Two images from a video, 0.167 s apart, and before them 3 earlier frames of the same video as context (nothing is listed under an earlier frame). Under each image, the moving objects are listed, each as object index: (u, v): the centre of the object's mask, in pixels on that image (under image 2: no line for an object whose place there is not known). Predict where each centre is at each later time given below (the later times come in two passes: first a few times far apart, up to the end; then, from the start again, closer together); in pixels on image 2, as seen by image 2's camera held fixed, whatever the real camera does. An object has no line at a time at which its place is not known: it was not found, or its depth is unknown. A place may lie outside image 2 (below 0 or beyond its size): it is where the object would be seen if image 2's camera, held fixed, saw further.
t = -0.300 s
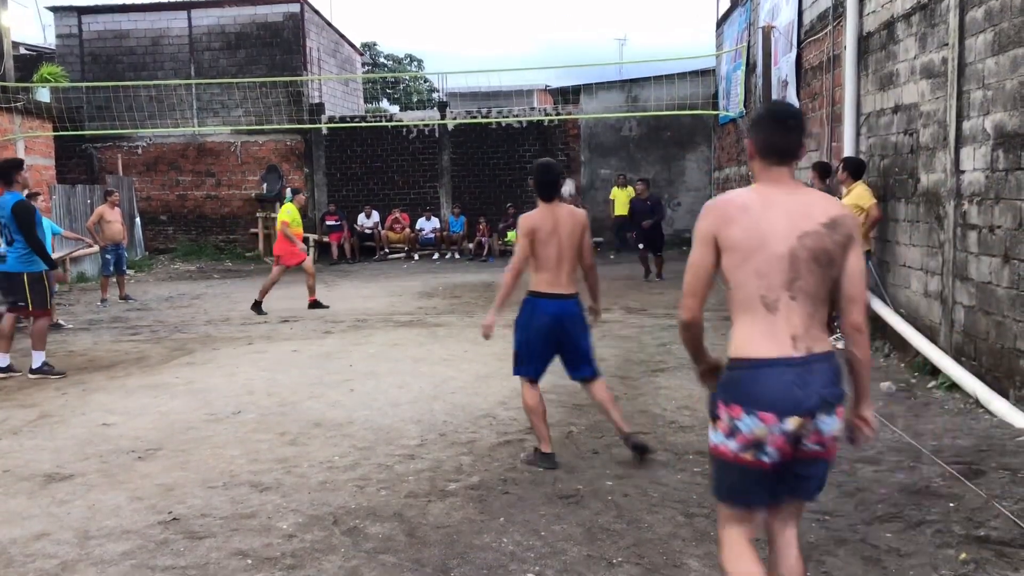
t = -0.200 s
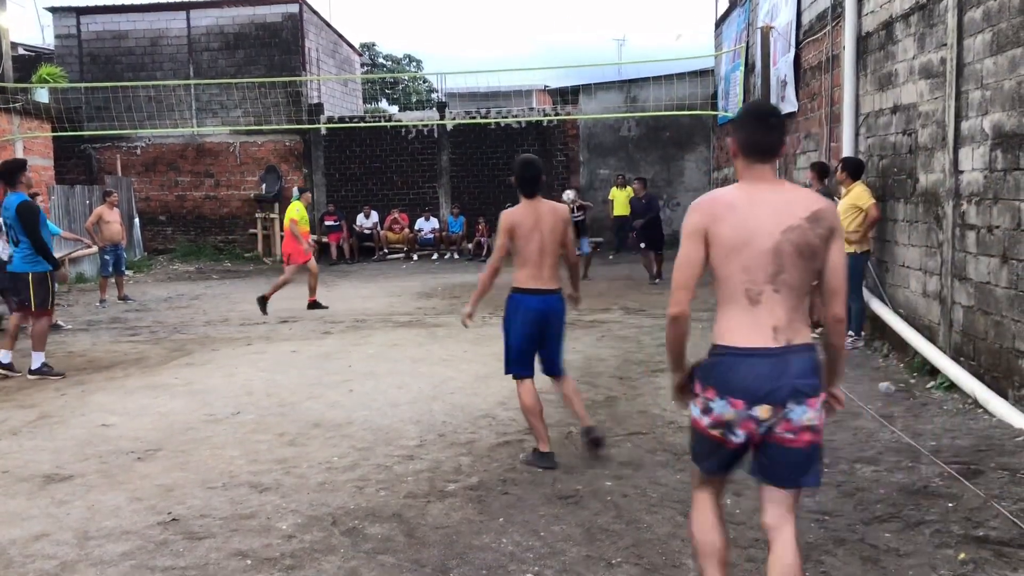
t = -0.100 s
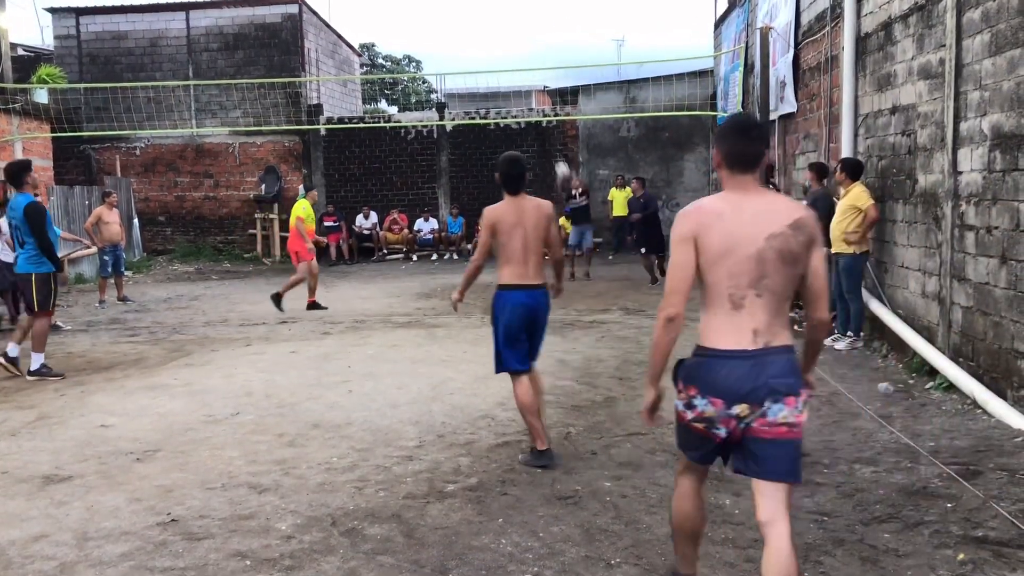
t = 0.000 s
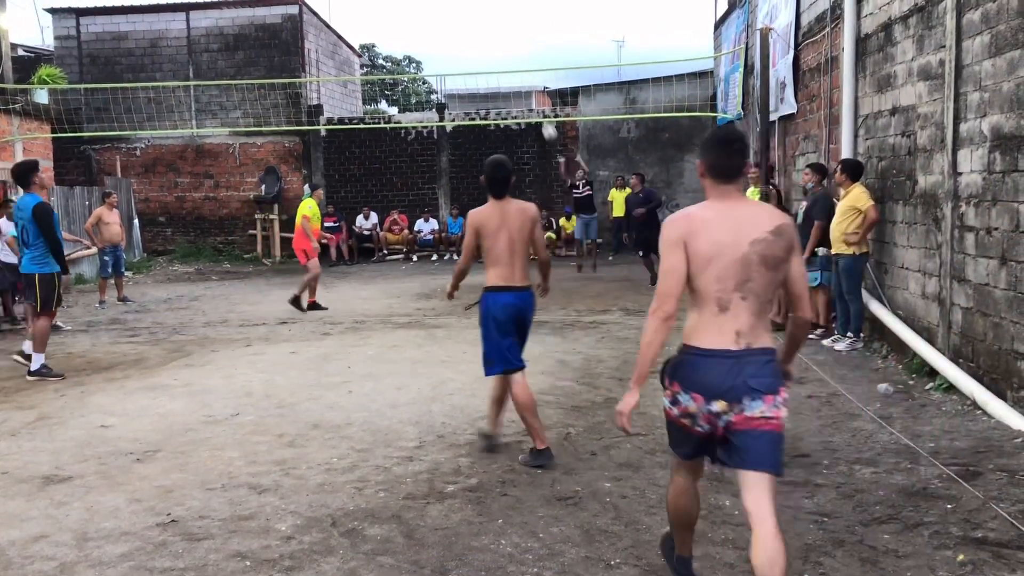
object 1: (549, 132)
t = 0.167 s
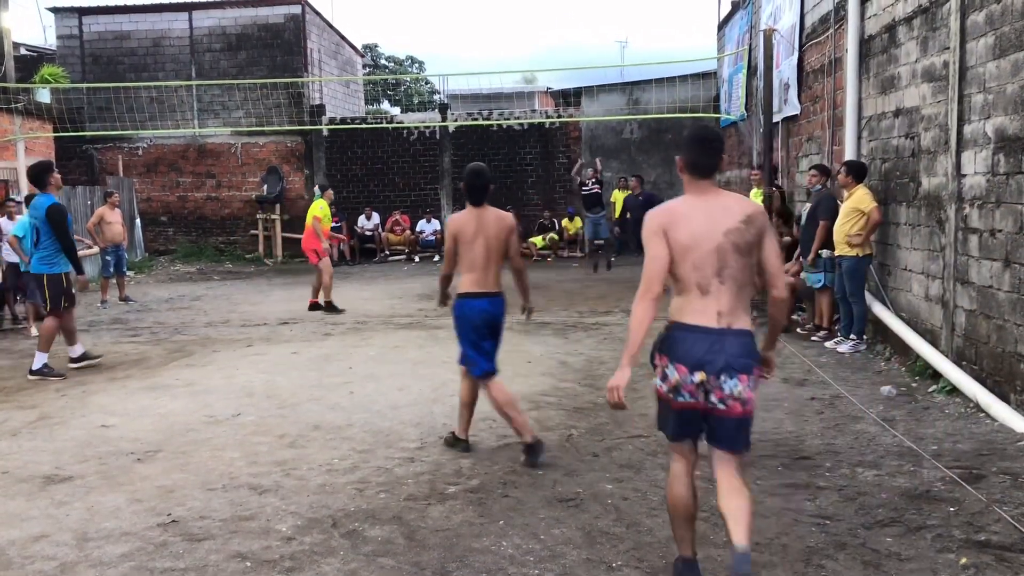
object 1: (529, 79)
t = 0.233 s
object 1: (520, 61)
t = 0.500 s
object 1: (484, 17)
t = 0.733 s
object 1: (449, 20)
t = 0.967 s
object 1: (415, 64)
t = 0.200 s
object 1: (525, 70)
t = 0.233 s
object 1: (520, 61)
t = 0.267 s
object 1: (516, 54)
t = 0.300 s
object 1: (511, 46)
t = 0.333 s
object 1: (506, 40)
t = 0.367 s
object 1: (502, 33)
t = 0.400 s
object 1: (497, 28)
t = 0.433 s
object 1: (492, 24)
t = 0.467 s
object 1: (488, 20)
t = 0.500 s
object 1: (484, 17)
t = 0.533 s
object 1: (479, 15)
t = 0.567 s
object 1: (474, 13)
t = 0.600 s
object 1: (469, 13)
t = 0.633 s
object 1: (465, 13)
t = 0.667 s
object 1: (459, 15)
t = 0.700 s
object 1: (455, 17)
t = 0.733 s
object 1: (449, 20)
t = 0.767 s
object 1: (445, 25)
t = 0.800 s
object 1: (440, 29)
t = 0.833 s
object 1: (435, 35)
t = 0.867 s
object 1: (429, 42)
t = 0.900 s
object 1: (424, 49)
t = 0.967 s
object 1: (415, 64)
